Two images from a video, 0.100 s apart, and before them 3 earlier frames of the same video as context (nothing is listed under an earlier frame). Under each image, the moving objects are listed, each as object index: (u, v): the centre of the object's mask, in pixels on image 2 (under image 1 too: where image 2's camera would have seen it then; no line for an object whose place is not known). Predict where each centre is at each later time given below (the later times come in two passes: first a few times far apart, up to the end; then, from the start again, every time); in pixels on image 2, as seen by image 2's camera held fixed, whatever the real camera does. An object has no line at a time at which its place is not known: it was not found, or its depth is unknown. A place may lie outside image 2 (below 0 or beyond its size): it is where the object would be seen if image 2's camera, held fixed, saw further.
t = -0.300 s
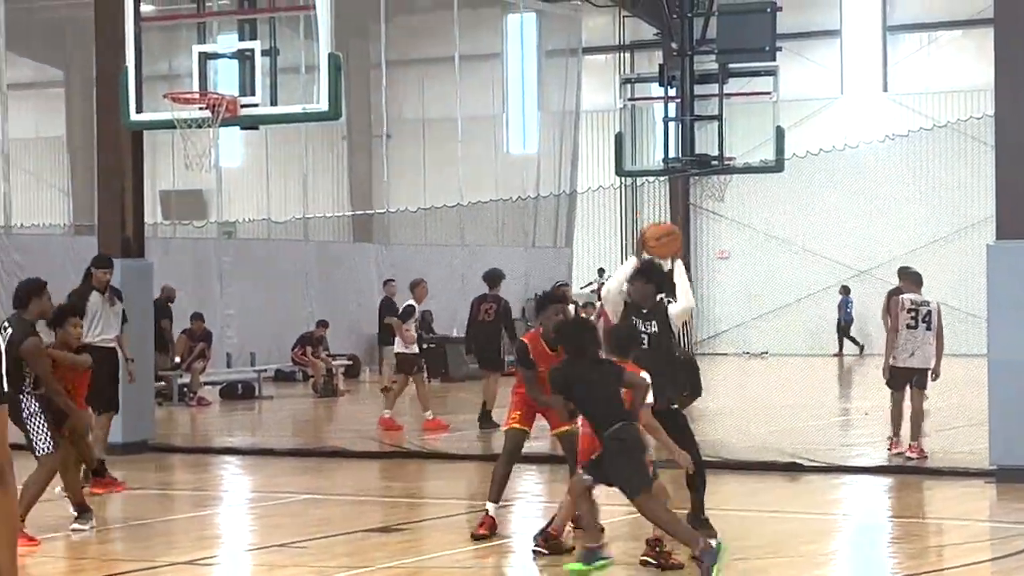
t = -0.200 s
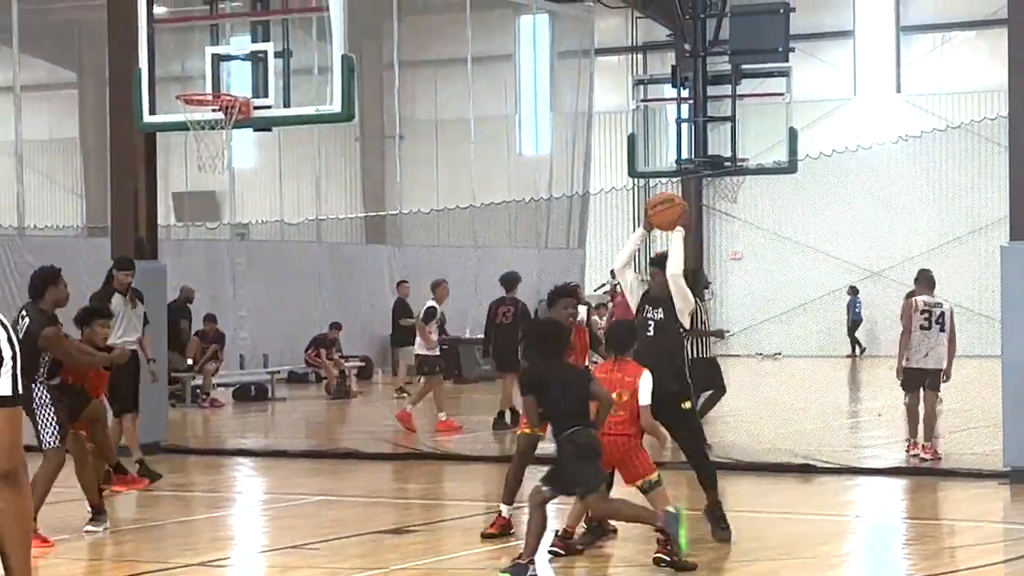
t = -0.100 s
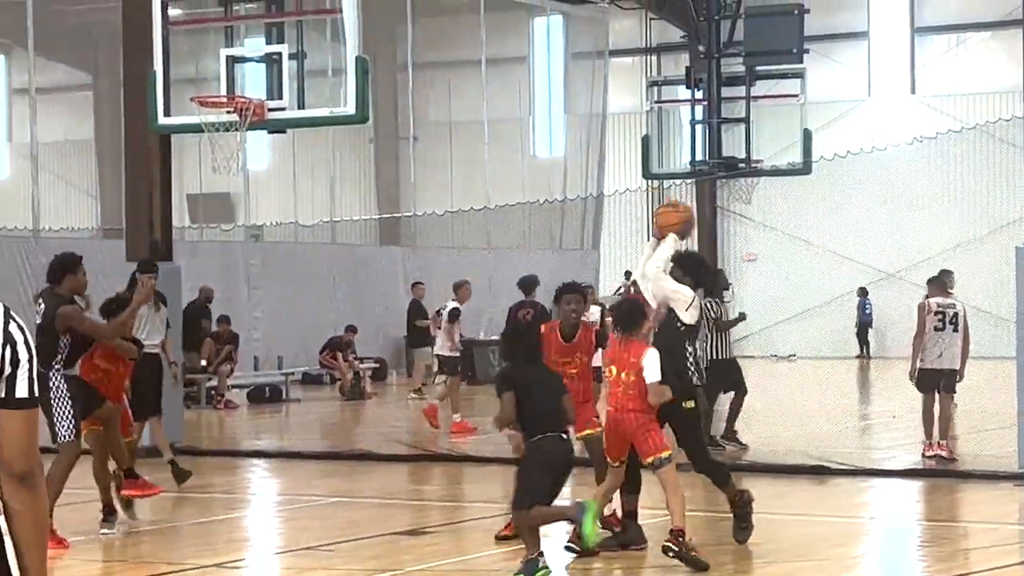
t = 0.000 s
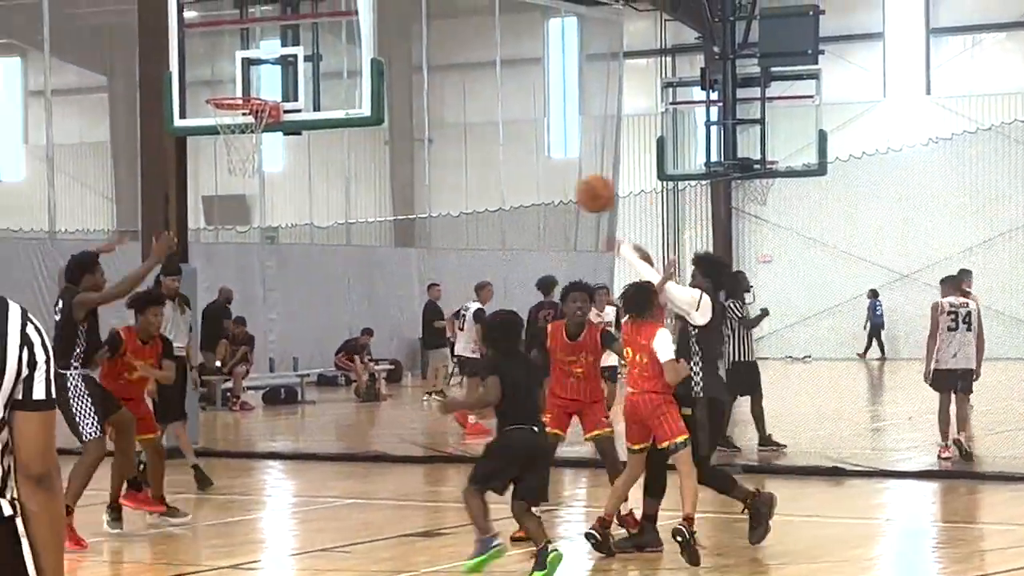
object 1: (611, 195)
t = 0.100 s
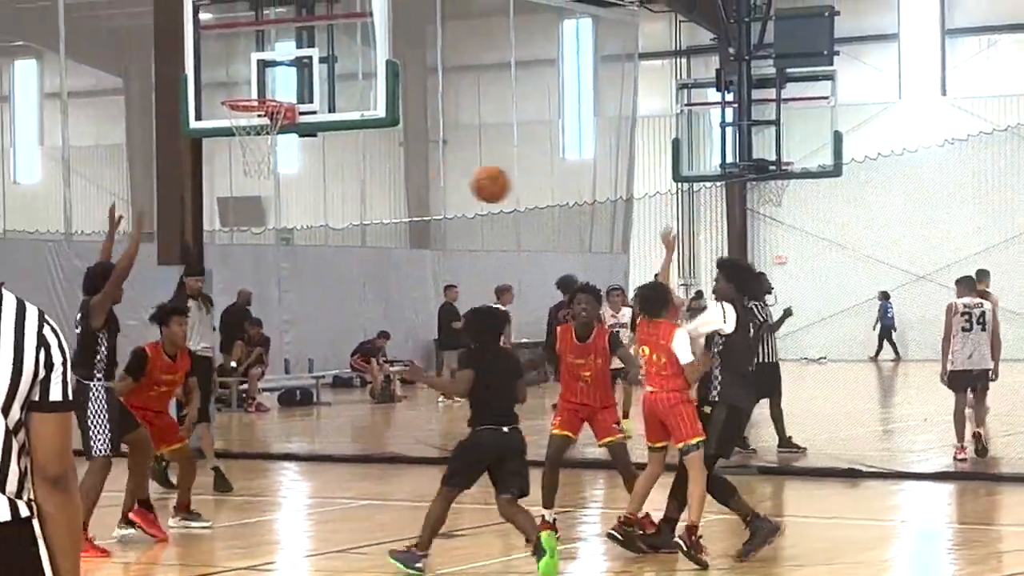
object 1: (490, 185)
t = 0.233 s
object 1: (338, 193)
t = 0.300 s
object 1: (264, 207)
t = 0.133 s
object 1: (451, 184)
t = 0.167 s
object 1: (412, 185)
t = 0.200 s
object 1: (374, 188)
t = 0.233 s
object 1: (338, 193)
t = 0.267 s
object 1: (302, 199)
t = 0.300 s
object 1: (264, 207)
